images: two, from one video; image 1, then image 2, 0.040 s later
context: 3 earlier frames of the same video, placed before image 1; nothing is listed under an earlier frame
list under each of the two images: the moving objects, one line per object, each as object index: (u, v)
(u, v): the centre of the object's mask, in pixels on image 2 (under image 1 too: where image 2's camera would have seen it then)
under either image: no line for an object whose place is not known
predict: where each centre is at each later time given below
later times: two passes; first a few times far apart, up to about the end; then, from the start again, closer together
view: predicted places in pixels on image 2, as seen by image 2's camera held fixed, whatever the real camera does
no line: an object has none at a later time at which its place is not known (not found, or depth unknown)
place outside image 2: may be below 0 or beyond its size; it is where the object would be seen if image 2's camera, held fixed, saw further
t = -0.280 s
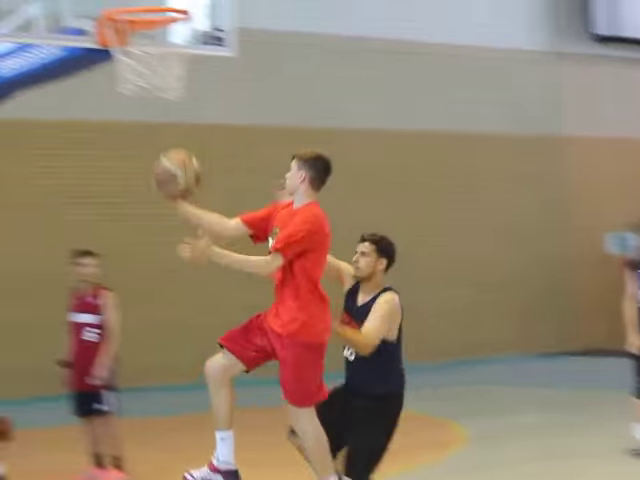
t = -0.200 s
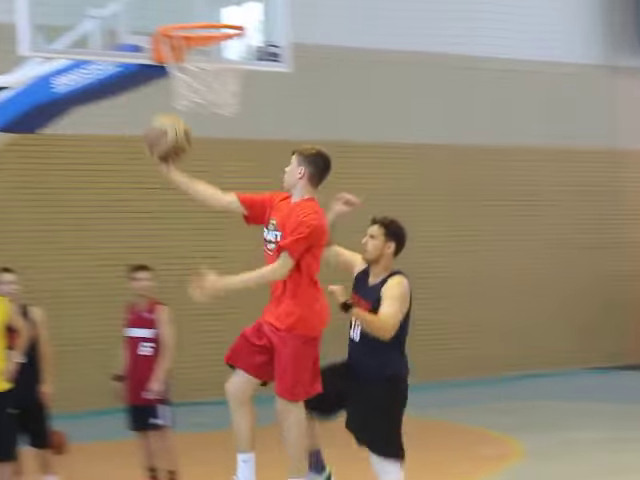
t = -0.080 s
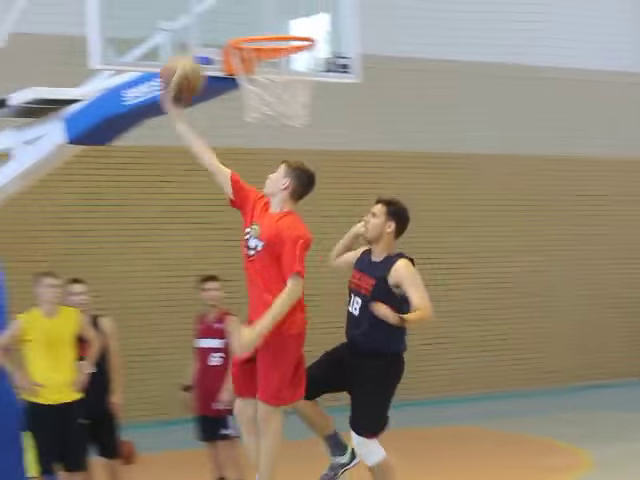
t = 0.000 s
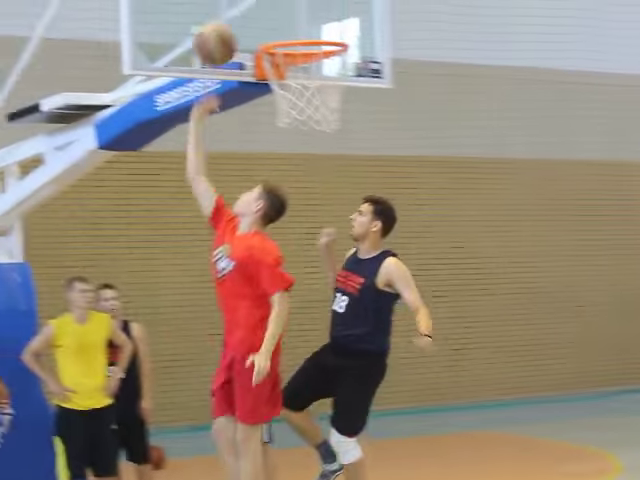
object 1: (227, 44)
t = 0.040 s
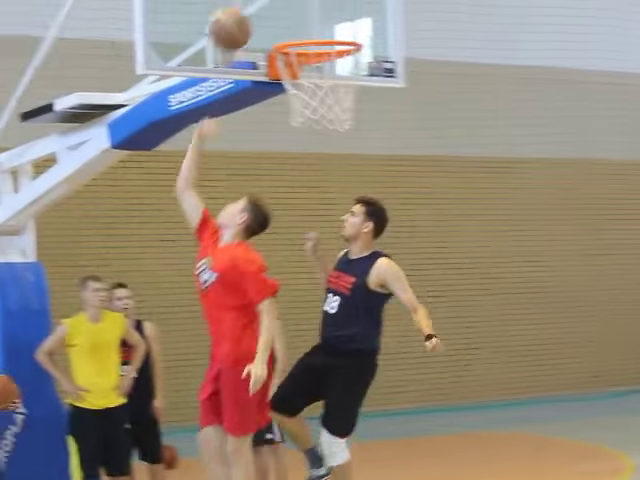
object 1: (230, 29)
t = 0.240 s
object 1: (264, 0)
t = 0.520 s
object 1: (328, 22)
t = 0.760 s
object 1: (314, 23)
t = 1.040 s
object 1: (322, 30)
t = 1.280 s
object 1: (341, 105)
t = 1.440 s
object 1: (347, 173)
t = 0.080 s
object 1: (232, 18)
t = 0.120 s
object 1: (234, 12)
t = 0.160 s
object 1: (243, 6)
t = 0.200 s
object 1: (253, 2)
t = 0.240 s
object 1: (264, 0)
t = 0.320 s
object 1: (285, 1)
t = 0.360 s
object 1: (297, 2)
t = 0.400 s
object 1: (308, 8)
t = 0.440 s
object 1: (318, 12)
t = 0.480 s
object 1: (330, 23)
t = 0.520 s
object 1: (328, 22)
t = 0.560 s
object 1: (325, 22)
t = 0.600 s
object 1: (322, 23)
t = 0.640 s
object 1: (318, 27)
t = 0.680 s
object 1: (316, 29)
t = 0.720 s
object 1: (315, 25)
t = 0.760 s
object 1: (314, 23)
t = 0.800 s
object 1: (313, 23)
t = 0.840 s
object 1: (312, 23)
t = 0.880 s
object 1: (311, 27)
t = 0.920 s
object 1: (312, 27)
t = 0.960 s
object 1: (315, 27)
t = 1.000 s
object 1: (319, 30)
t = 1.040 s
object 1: (322, 30)
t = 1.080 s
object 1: (324, 39)
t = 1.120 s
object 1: (329, 51)
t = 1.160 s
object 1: (333, 63)
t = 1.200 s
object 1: (335, 77)
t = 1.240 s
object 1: (336, 93)
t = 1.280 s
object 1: (341, 105)
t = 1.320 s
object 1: (341, 120)
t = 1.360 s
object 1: (344, 135)
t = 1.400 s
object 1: (346, 154)
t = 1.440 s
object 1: (347, 173)
